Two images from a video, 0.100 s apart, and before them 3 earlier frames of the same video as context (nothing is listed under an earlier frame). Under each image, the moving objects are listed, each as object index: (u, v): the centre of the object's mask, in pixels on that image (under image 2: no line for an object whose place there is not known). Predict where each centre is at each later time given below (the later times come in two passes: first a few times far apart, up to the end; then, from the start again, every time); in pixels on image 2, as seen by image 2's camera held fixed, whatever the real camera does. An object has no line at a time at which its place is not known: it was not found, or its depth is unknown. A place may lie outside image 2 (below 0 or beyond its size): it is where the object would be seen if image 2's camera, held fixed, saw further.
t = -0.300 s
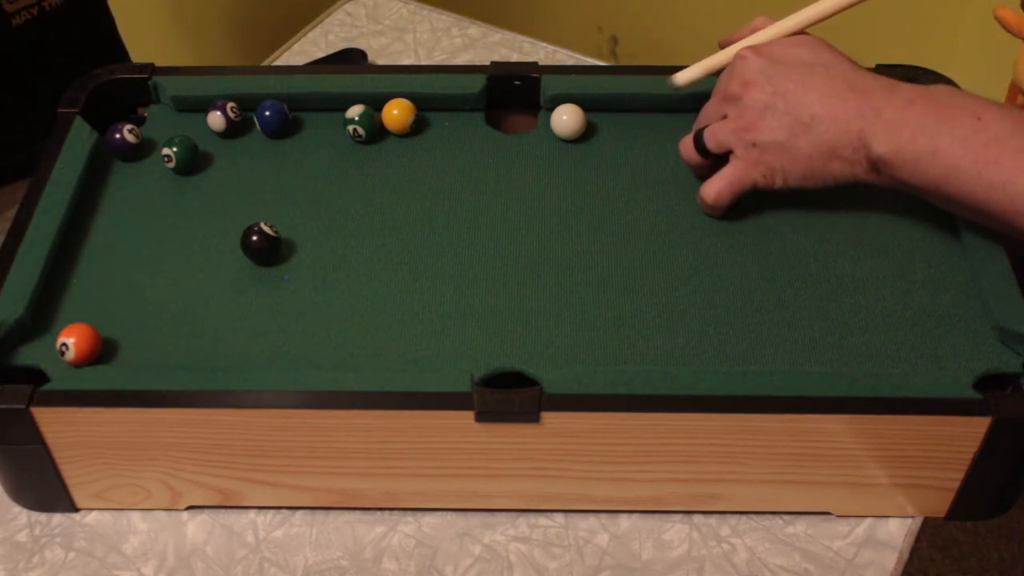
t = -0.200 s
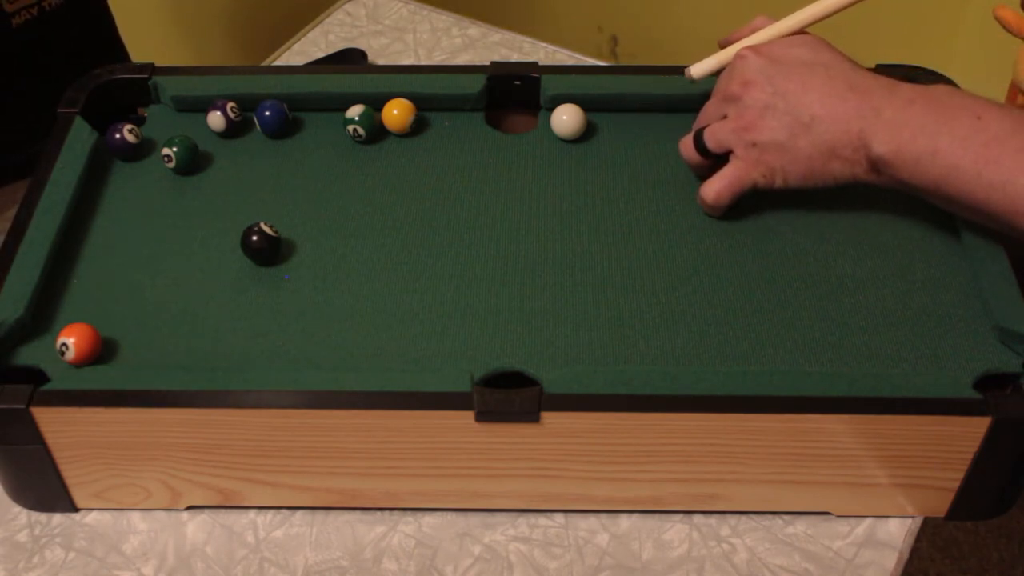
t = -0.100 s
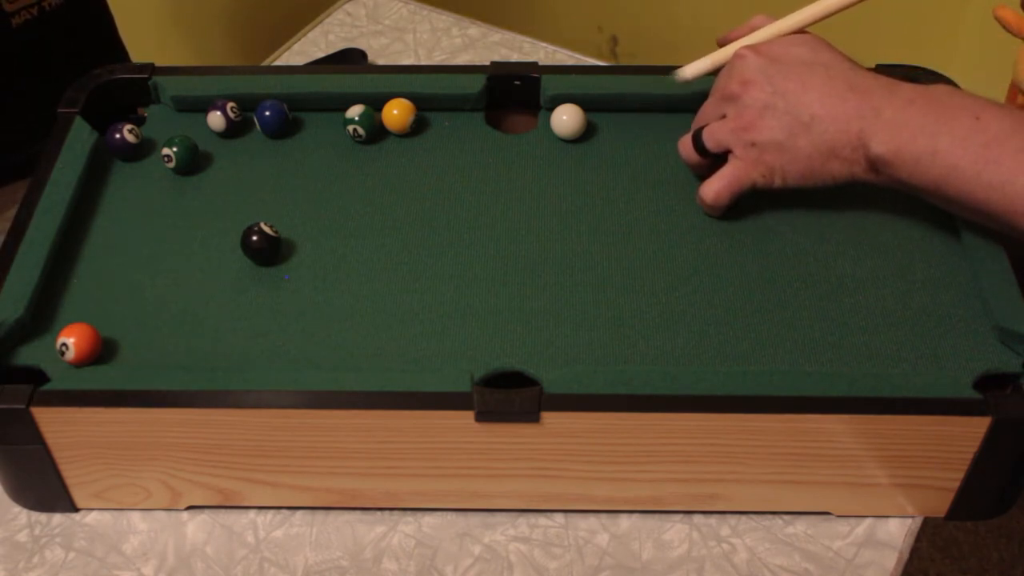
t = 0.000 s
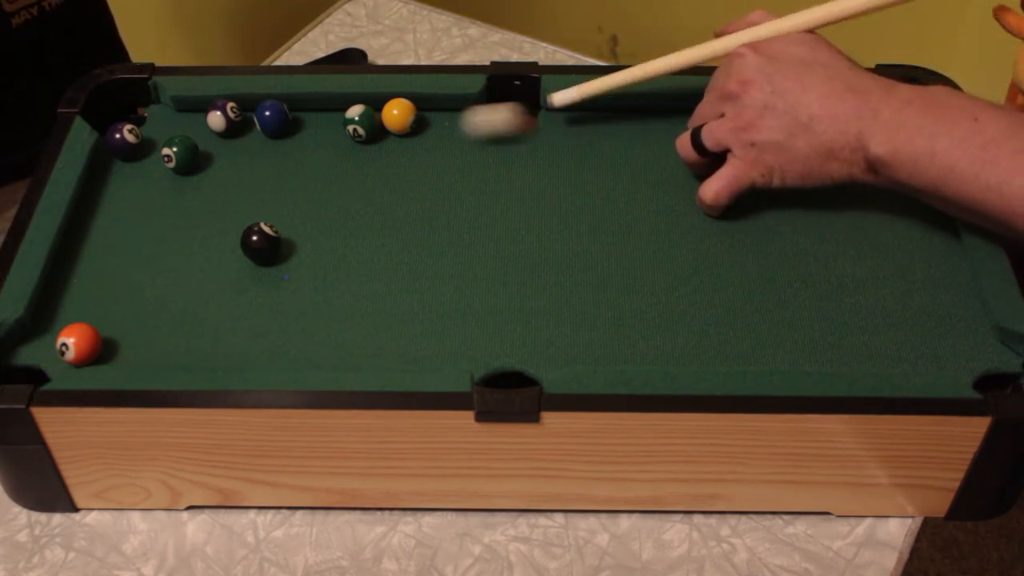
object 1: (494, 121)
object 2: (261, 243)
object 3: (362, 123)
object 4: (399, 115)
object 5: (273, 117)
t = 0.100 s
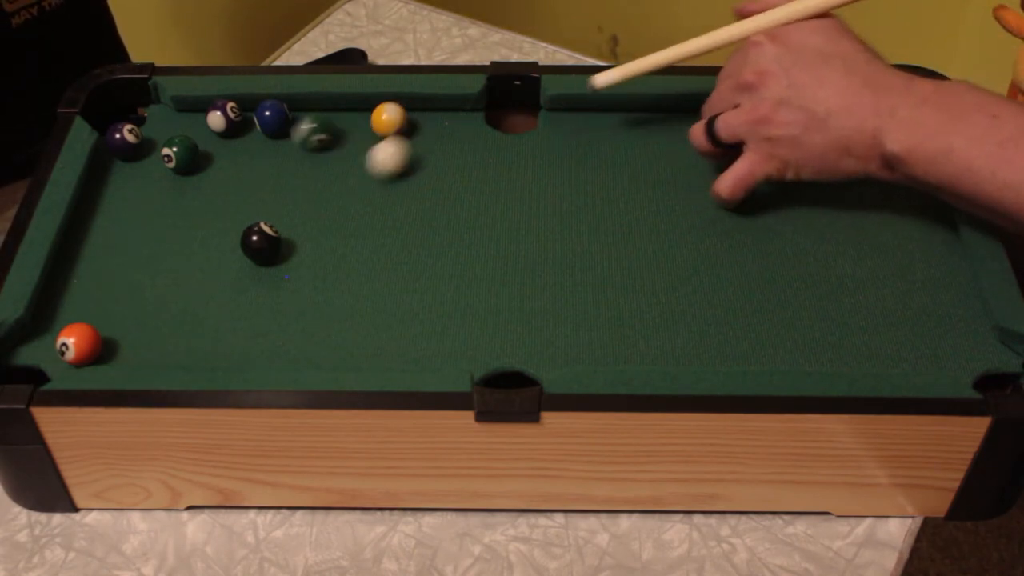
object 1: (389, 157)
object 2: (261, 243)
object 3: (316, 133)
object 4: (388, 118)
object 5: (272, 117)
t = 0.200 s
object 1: (312, 195)
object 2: (261, 243)
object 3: (266, 149)
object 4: (378, 135)
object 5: (263, 113)
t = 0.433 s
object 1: (168, 220)
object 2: (233, 300)
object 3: (165, 188)
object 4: (356, 164)
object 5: (257, 117)
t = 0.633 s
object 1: (79, 244)
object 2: (206, 343)
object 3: (93, 207)
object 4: (342, 181)
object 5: (258, 117)
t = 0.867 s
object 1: (90, 256)
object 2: (192, 350)
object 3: (107, 211)
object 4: (331, 191)
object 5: (258, 117)
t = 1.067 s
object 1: (92, 255)
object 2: (195, 345)
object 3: (107, 211)
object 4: (330, 192)
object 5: (258, 117)
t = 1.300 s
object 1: (92, 255)
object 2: (197, 343)
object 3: (107, 211)
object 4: (330, 192)
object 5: (258, 117)
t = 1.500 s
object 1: (92, 255)
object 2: (197, 343)
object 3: (109, 212)
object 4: (330, 192)
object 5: (258, 117)
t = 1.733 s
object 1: (92, 255)
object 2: (197, 343)
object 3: (109, 212)
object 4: (330, 192)
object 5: (258, 117)
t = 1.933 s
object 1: (91, 255)
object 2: (197, 343)
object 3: (107, 211)
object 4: (330, 192)
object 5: (258, 118)
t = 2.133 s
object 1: (91, 255)
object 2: (197, 344)
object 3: (107, 211)
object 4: (330, 192)
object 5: (258, 118)
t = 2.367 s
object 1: (92, 255)
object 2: (197, 343)
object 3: (107, 211)
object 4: (330, 192)
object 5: (258, 118)
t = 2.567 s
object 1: (92, 254)
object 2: (197, 343)
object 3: (107, 211)
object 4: (330, 192)
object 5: (258, 118)
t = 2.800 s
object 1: (91, 255)
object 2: (197, 343)
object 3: (107, 211)
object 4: (330, 192)
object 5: (258, 118)
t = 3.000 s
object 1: (92, 255)
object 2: (197, 343)
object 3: (107, 211)
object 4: (330, 192)
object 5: (257, 116)
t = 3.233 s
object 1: (92, 255)
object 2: (198, 344)
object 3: (107, 211)
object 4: (330, 192)
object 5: (257, 116)
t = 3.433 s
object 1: (91, 255)
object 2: (197, 343)
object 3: (107, 211)
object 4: (330, 192)
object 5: (257, 116)
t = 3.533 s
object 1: (92, 255)
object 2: (196, 342)
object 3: (107, 211)
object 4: (330, 192)
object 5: (257, 116)
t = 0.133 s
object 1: (364, 171)
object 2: (261, 243)
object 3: (301, 135)
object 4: (385, 125)
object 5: (270, 115)
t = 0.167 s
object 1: (338, 183)
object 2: (261, 243)
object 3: (283, 142)
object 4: (381, 130)
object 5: (266, 112)
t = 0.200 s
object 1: (312, 195)
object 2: (261, 243)
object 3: (266, 149)
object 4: (378, 135)
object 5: (263, 113)
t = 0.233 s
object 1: (287, 207)
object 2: (261, 243)
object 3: (256, 156)
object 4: (375, 140)
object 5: (261, 114)
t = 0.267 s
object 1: (263, 213)
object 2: (257, 253)
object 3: (239, 160)
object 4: (371, 144)
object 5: (260, 115)
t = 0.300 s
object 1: (244, 215)
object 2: (251, 262)
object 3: (223, 168)
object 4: (368, 149)
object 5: (259, 116)
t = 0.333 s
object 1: (224, 216)
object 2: (246, 272)
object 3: (210, 174)
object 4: (365, 153)
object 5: (258, 117)
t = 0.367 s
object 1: (205, 218)
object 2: (241, 281)
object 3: (199, 178)
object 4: (362, 157)
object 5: (257, 117)
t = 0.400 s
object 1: (186, 219)
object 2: (237, 290)
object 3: (181, 182)
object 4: (359, 160)
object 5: (257, 117)
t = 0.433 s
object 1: (168, 220)
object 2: (233, 300)
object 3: (165, 188)
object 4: (356, 164)
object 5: (257, 117)
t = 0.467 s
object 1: (150, 222)
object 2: (226, 304)
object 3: (156, 194)
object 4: (354, 167)
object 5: (257, 117)
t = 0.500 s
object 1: (132, 227)
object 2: (223, 314)
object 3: (142, 195)
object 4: (351, 170)
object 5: (258, 117)
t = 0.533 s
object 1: (116, 232)
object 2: (218, 322)
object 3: (130, 198)
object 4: (349, 173)
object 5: (258, 117)
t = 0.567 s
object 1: (99, 236)
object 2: (215, 330)
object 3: (113, 201)
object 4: (346, 176)
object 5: (258, 117)
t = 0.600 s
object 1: (83, 241)
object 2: (209, 336)
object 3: (100, 204)
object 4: (344, 179)
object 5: (258, 117)
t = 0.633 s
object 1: (79, 244)
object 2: (206, 343)
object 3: (93, 207)
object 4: (342, 181)
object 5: (258, 117)
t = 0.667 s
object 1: (81, 246)
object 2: (202, 347)
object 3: (95, 208)
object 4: (340, 183)
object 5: (258, 117)
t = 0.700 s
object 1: (83, 248)
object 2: (198, 350)
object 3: (98, 209)
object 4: (338, 185)
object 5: (258, 117)
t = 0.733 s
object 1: (85, 250)
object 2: (194, 352)
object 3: (100, 209)
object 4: (336, 186)
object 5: (258, 117)
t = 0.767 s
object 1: (86, 252)
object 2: (192, 352)
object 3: (101, 210)
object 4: (334, 188)
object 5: (258, 117)
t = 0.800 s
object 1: (88, 253)
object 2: (192, 351)
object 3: (105, 211)
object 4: (333, 189)
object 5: (258, 117)
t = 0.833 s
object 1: (88, 254)
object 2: (192, 350)
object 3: (105, 211)
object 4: (332, 190)
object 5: (258, 117)
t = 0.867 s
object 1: (90, 256)
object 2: (192, 350)
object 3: (107, 211)
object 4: (331, 191)
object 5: (258, 117)
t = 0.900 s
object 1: (91, 256)
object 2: (192, 349)
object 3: (107, 211)
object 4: (330, 192)
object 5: (258, 117)
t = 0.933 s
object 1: (91, 256)
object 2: (193, 348)
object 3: (108, 211)
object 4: (330, 192)
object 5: (258, 117)
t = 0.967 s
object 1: (92, 256)
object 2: (193, 347)
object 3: (108, 211)
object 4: (330, 192)
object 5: (258, 117)
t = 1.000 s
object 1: (92, 256)
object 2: (193, 347)
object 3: (108, 212)
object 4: (330, 192)
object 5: (258, 117)
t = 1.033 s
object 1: (92, 256)
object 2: (194, 346)
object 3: (107, 211)
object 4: (330, 193)
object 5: (258, 117)
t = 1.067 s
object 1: (92, 255)
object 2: (195, 345)
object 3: (107, 211)
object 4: (330, 192)
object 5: (258, 117)
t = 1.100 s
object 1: (92, 255)
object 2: (195, 344)
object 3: (107, 211)
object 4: (330, 192)
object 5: (258, 117)
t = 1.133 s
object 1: (92, 255)
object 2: (196, 344)
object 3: (107, 211)
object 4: (330, 192)
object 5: (258, 117)
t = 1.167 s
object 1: (92, 255)
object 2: (197, 343)
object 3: (107, 211)
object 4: (330, 192)
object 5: (258, 117)
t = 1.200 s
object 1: (92, 255)
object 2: (197, 343)
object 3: (109, 212)
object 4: (330, 192)
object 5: (258, 117)
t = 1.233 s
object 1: (92, 255)
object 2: (197, 343)
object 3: (107, 211)
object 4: (330, 192)
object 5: (258, 117)
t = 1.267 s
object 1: (92, 255)
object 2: (197, 343)
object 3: (107, 211)
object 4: (330, 192)
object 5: (258, 117)
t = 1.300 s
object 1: (92, 255)
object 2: (197, 343)
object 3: (107, 211)
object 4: (330, 192)
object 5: (258, 117)
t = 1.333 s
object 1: (92, 255)
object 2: (197, 343)
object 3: (107, 211)
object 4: (330, 192)
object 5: (258, 117)
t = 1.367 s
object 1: (92, 255)
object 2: (197, 343)
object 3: (108, 211)
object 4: (330, 192)
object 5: (258, 117)
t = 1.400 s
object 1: (92, 255)
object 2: (197, 343)
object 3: (108, 211)
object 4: (330, 192)
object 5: (258, 117)
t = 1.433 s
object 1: (92, 255)
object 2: (197, 343)
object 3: (107, 211)
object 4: (330, 192)
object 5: (258, 117)
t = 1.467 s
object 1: (92, 255)
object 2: (197, 343)
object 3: (107, 211)
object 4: (330, 192)
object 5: (258, 117)
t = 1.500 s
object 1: (92, 255)
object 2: (197, 343)
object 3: (109, 212)
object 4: (330, 192)
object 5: (258, 117)
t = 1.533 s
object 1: (92, 255)
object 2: (197, 343)
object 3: (108, 211)
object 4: (330, 192)
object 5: (258, 117)
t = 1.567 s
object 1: (92, 255)
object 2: (197, 343)
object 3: (107, 211)
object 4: (330, 192)
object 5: (258, 117)
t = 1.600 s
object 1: (92, 255)
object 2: (197, 343)
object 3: (107, 211)
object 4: (330, 192)
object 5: (258, 117)
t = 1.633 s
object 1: (92, 255)
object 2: (197, 343)
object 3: (107, 211)
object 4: (330, 192)
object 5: (258, 117)
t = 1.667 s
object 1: (92, 255)
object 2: (197, 343)
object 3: (108, 211)
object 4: (330, 192)
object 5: (258, 117)
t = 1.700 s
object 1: (92, 255)
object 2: (197, 343)
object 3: (108, 211)
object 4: (330, 192)
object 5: (258, 117)
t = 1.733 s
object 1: (92, 255)
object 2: (197, 343)
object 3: (109, 212)
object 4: (330, 192)
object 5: (258, 117)
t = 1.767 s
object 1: (92, 255)
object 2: (197, 343)
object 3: (108, 211)
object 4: (330, 192)
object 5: (258, 117)
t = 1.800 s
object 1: (92, 255)
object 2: (197, 343)
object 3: (107, 211)
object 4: (330, 192)
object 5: (258, 117)
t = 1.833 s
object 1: (92, 254)
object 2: (197, 343)
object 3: (107, 211)
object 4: (330, 192)
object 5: (258, 117)
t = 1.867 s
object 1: (91, 255)
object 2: (197, 343)
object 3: (107, 211)
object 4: (330, 192)
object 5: (258, 118)
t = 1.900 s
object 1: (91, 255)
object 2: (197, 344)
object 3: (107, 211)
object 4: (330, 192)
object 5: (258, 118)
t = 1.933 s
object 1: (91, 255)
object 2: (197, 343)
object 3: (107, 211)
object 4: (330, 192)
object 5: (258, 118)
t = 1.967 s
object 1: (91, 255)
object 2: (197, 343)
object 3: (107, 211)
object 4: (330, 192)
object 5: (258, 118)
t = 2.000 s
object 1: (91, 255)
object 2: (197, 343)
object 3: (107, 211)
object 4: (330, 192)
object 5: (258, 118)
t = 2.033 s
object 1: (91, 255)
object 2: (197, 343)
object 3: (107, 211)
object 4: (330, 192)
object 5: (258, 118)
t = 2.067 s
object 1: (91, 255)
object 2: (197, 344)
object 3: (107, 211)
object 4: (330, 192)
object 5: (258, 118)
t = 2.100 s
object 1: (91, 255)
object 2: (197, 343)
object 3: (107, 211)
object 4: (330, 192)
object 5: (258, 118)
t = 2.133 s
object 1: (91, 255)
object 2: (197, 344)
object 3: (107, 211)
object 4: (330, 192)
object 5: (258, 118)
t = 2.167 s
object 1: (92, 255)
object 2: (197, 343)
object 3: (107, 211)
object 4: (330, 192)
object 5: (258, 118)
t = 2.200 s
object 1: (92, 255)
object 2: (197, 344)
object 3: (107, 211)
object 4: (330, 192)
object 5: (258, 118)
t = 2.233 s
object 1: (92, 255)
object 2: (197, 343)
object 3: (107, 211)
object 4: (330, 192)
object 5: (258, 118)
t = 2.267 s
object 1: (92, 255)
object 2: (198, 344)
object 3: (107, 211)
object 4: (330, 192)
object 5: (258, 118)
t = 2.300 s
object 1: (92, 255)
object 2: (197, 343)
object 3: (107, 211)
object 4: (330, 192)
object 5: (258, 118)
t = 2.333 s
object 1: (92, 255)
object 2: (198, 344)
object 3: (107, 211)
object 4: (330, 192)
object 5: (258, 118)
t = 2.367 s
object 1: (92, 255)
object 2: (197, 343)
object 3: (107, 211)
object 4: (330, 192)
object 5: (258, 118)
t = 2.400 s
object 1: (92, 255)
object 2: (197, 343)
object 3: (107, 211)
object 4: (330, 192)
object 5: (258, 118)
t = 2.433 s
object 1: (92, 255)
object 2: (197, 343)
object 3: (107, 211)
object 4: (330, 192)
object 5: (258, 118)
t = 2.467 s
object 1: (92, 255)
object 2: (197, 343)
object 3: (107, 211)
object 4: (330, 192)
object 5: (258, 118)
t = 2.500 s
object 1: (92, 255)
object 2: (197, 344)
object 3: (107, 211)
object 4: (330, 192)
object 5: (258, 118)
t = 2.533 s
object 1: (92, 255)
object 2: (197, 343)
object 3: (107, 211)
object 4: (330, 192)
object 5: (258, 118)
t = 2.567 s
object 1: (92, 254)
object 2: (197, 343)
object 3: (107, 211)
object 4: (330, 192)
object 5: (258, 118)
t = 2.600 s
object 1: (92, 255)
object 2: (196, 343)
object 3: (107, 211)
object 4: (330, 192)
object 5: (258, 118)
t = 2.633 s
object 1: (92, 255)
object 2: (197, 343)
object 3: (107, 211)
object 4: (330, 192)
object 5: (258, 118)
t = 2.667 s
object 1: (91, 254)
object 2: (197, 343)
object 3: (107, 211)
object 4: (330, 192)
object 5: (258, 118)
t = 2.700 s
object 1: (92, 254)
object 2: (197, 343)
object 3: (107, 211)
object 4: (330, 192)
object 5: (258, 118)
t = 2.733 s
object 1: (92, 255)
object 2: (197, 343)
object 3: (107, 211)
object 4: (330, 192)
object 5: (258, 118)
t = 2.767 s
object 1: (92, 255)
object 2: (197, 343)
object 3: (107, 211)
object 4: (330, 192)
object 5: (258, 118)
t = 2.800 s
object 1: (91, 255)
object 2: (197, 343)
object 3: (107, 211)
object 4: (330, 192)
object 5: (258, 118)
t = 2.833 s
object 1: (91, 254)
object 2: (197, 343)
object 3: (107, 211)
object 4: (330, 192)
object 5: (258, 118)
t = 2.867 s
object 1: (91, 255)
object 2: (197, 344)
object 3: (107, 211)
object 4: (330, 192)
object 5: (258, 118)
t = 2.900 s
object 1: (91, 255)
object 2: (197, 343)
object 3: (107, 211)
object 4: (330, 192)
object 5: (257, 116)
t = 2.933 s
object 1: (92, 255)
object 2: (197, 343)
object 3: (107, 211)
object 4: (330, 192)
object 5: (257, 116)
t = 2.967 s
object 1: (91, 255)
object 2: (197, 344)
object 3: (107, 211)
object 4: (330, 192)
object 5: (257, 116)
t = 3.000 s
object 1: (92, 255)
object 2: (197, 343)
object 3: (107, 211)
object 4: (330, 192)
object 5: (257, 116)
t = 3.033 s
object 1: (91, 255)
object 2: (197, 344)
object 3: (107, 211)
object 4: (330, 192)
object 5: (257, 116)
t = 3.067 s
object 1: (92, 254)
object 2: (197, 343)
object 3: (107, 211)
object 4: (330, 192)
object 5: (257, 116)
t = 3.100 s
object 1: (92, 255)
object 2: (197, 344)
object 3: (107, 211)
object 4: (330, 192)
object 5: (257, 116)
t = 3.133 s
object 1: (91, 255)
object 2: (197, 343)
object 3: (107, 211)
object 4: (330, 192)
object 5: (257, 116)
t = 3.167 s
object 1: (91, 254)
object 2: (198, 344)
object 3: (107, 211)
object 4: (330, 192)
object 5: (257, 116)
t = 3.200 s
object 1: (92, 255)
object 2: (197, 343)
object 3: (107, 211)
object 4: (330, 192)
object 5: (257, 116)
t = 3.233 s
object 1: (92, 255)
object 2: (198, 344)
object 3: (107, 211)
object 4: (330, 192)
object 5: (257, 116)
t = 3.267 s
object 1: (91, 255)
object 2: (197, 343)
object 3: (107, 211)
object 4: (330, 192)
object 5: (257, 116)
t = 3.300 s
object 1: (92, 255)
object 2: (198, 344)
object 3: (107, 211)
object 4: (330, 192)
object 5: (257, 116)
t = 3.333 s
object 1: (92, 255)
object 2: (196, 343)
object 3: (107, 211)
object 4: (330, 192)
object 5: (257, 116)
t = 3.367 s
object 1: (92, 255)
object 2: (196, 343)
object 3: (107, 211)
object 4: (330, 192)
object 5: (257, 116)
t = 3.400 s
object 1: (92, 255)
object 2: (196, 343)
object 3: (107, 211)
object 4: (330, 192)
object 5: (257, 116)
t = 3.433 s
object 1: (91, 255)
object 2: (197, 343)
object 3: (107, 211)
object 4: (330, 192)
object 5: (257, 116)
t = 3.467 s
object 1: (92, 255)
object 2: (196, 343)
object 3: (107, 211)
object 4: (330, 192)
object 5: (257, 116)
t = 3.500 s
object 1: (91, 255)
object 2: (196, 342)
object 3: (107, 211)
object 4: (330, 192)
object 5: (257, 116)
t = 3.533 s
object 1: (92, 255)
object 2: (196, 342)
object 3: (107, 211)
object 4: (330, 192)
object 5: (257, 116)
